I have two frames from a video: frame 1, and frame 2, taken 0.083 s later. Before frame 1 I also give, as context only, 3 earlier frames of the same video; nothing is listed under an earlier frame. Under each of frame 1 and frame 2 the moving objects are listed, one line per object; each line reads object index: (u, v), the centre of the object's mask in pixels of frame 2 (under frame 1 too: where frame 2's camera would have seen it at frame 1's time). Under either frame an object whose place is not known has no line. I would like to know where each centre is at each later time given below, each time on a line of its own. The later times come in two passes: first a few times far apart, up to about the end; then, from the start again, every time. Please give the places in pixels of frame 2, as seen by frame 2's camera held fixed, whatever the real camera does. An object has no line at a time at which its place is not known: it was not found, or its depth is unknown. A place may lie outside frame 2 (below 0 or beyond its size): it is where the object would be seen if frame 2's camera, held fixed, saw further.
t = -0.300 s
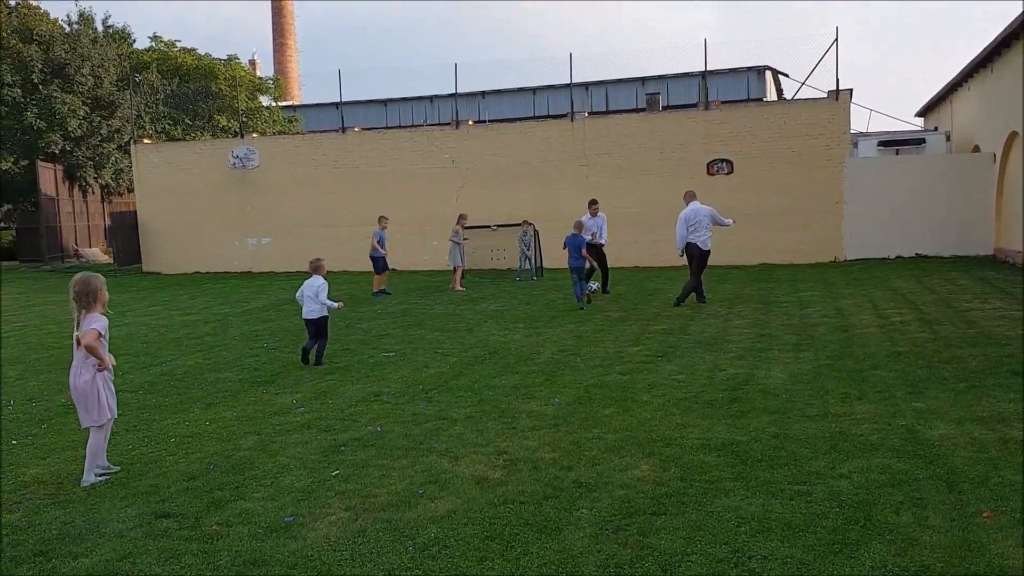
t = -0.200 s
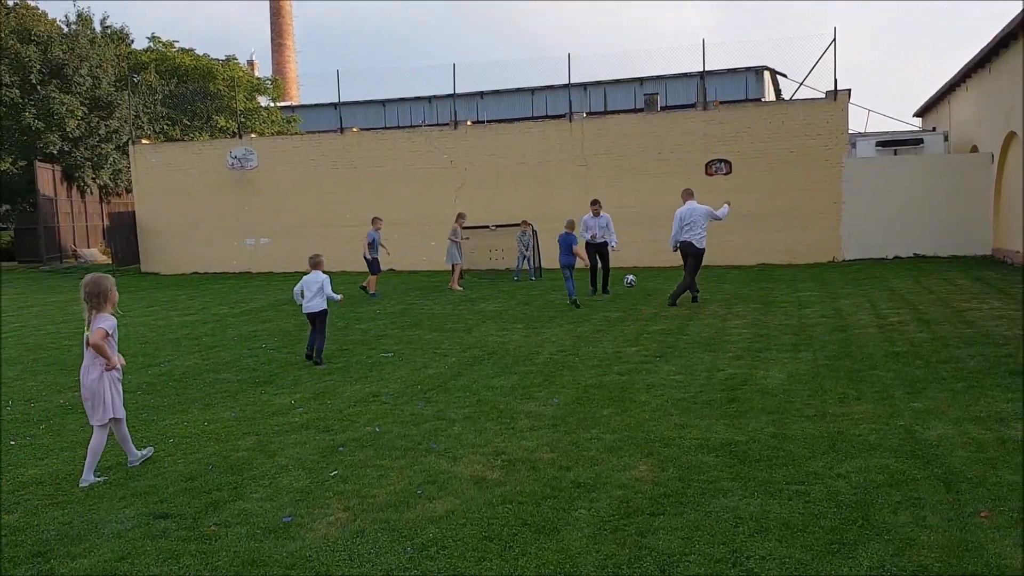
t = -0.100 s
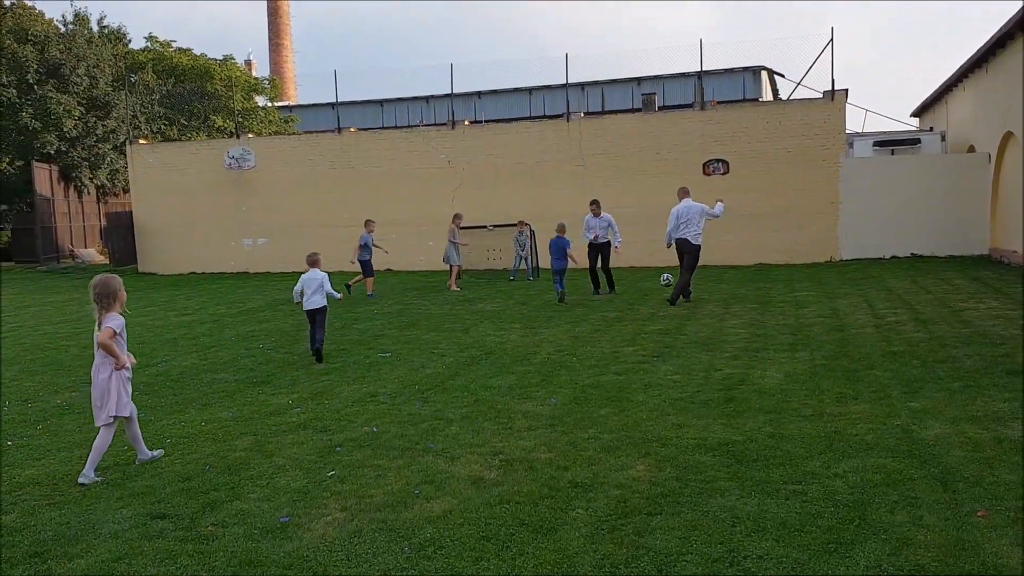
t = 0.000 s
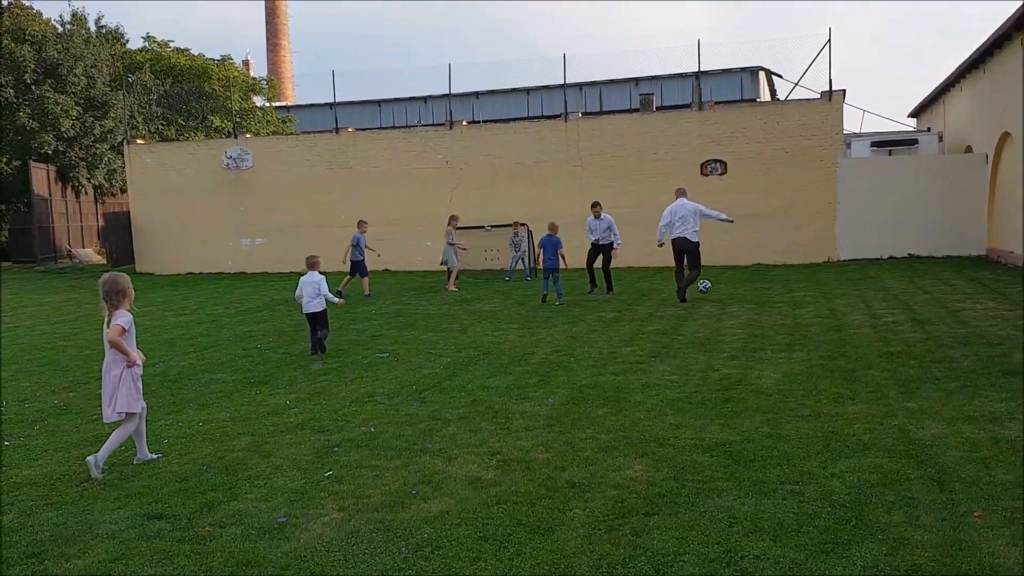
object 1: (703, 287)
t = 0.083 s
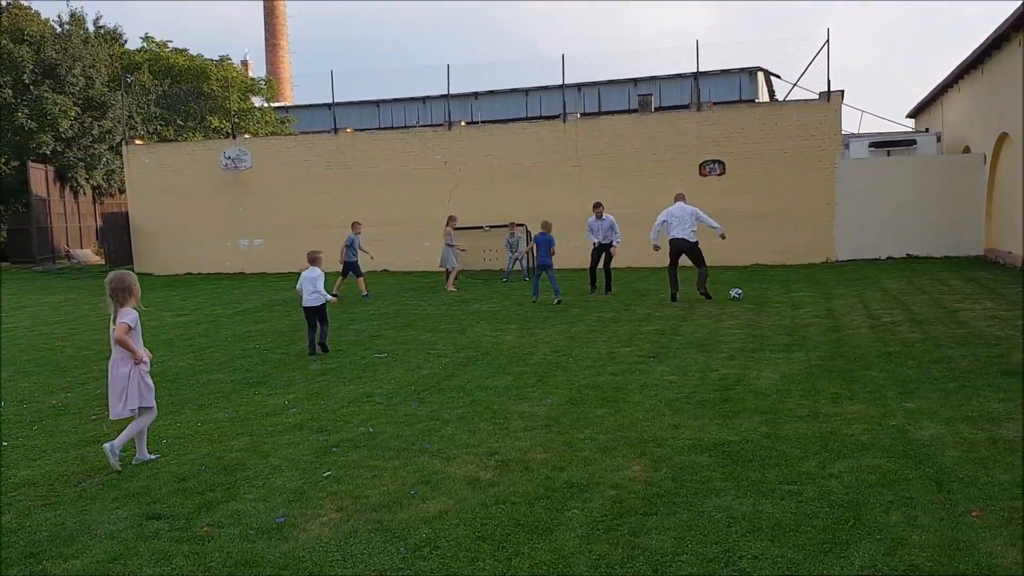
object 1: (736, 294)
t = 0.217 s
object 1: (777, 291)
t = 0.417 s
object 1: (830, 291)
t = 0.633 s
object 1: (875, 290)
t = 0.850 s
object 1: (915, 289)
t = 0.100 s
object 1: (741, 294)
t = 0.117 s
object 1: (746, 293)
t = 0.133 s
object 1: (751, 292)
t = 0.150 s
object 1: (756, 292)
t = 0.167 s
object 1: (761, 291)
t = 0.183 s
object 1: (767, 291)
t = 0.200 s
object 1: (771, 291)
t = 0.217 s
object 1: (777, 291)
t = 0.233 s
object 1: (782, 291)
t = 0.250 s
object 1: (787, 291)
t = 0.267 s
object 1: (792, 292)
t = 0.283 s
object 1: (798, 292)
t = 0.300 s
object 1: (803, 293)
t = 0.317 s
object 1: (807, 293)
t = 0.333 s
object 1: (811, 292)
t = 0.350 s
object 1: (815, 292)
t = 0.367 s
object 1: (819, 291)
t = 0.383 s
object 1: (823, 291)
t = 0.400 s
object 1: (827, 291)
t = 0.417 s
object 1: (830, 291)
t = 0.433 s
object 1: (834, 291)
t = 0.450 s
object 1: (838, 292)
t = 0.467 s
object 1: (841, 292)
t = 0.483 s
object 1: (845, 292)
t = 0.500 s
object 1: (848, 291)
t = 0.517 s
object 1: (852, 291)
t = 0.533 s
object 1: (855, 290)
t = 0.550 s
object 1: (859, 290)
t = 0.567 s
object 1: (861, 289)
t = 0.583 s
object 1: (865, 289)
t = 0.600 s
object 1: (868, 289)
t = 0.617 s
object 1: (872, 290)
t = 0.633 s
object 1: (875, 290)
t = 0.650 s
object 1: (878, 290)
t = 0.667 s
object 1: (882, 291)
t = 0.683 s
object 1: (885, 291)
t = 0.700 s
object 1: (888, 290)
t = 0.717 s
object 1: (891, 290)
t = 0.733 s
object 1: (893, 289)
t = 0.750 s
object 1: (897, 288)
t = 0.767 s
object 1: (900, 288)
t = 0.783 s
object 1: (903, 288)
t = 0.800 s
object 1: (906, 288)
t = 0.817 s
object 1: (908, 288)
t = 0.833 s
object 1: (912, 289)
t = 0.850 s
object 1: (915, 289)
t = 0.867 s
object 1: (918, 289)
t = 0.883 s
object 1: (921, 290)
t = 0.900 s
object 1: (924, 289)
